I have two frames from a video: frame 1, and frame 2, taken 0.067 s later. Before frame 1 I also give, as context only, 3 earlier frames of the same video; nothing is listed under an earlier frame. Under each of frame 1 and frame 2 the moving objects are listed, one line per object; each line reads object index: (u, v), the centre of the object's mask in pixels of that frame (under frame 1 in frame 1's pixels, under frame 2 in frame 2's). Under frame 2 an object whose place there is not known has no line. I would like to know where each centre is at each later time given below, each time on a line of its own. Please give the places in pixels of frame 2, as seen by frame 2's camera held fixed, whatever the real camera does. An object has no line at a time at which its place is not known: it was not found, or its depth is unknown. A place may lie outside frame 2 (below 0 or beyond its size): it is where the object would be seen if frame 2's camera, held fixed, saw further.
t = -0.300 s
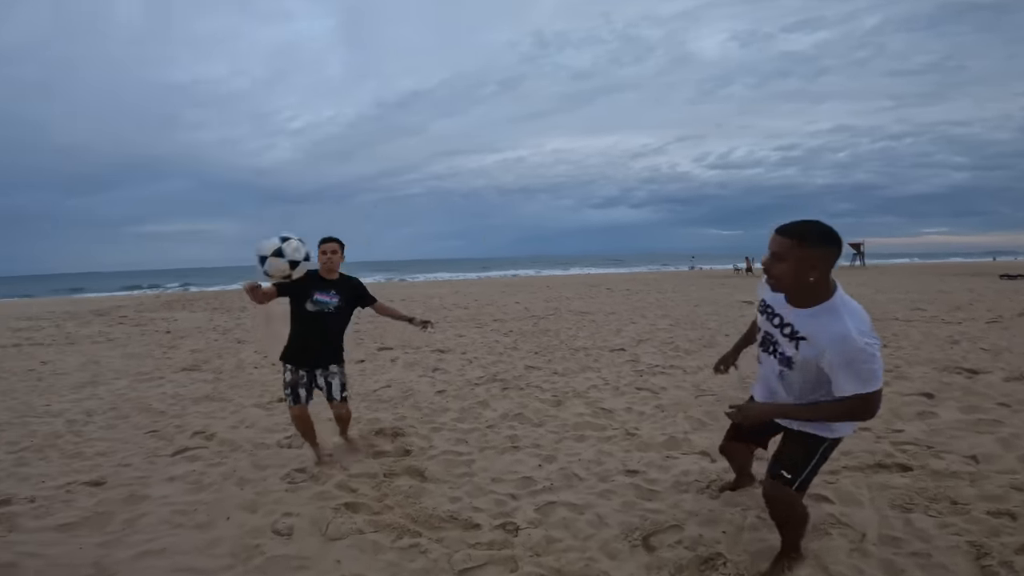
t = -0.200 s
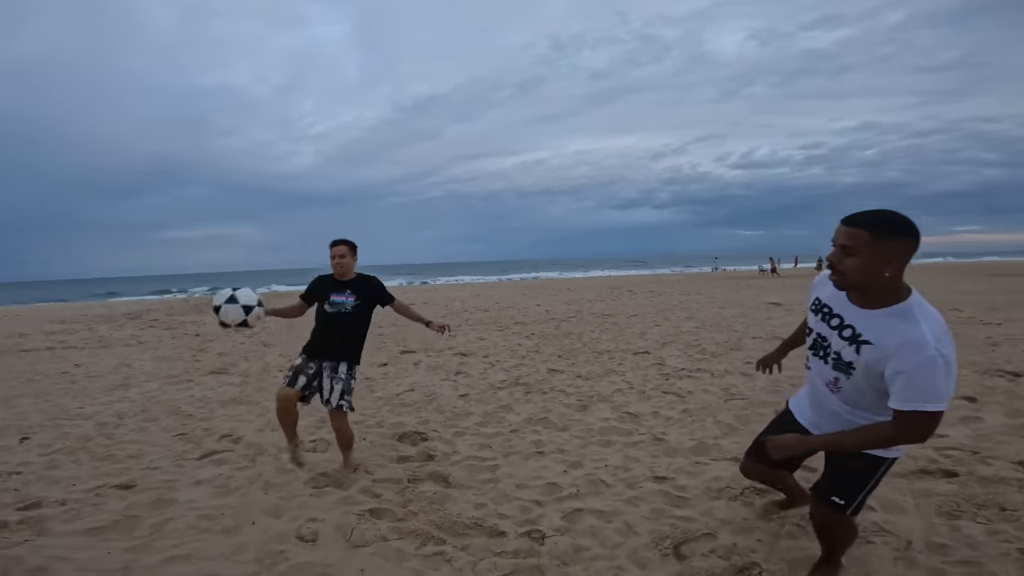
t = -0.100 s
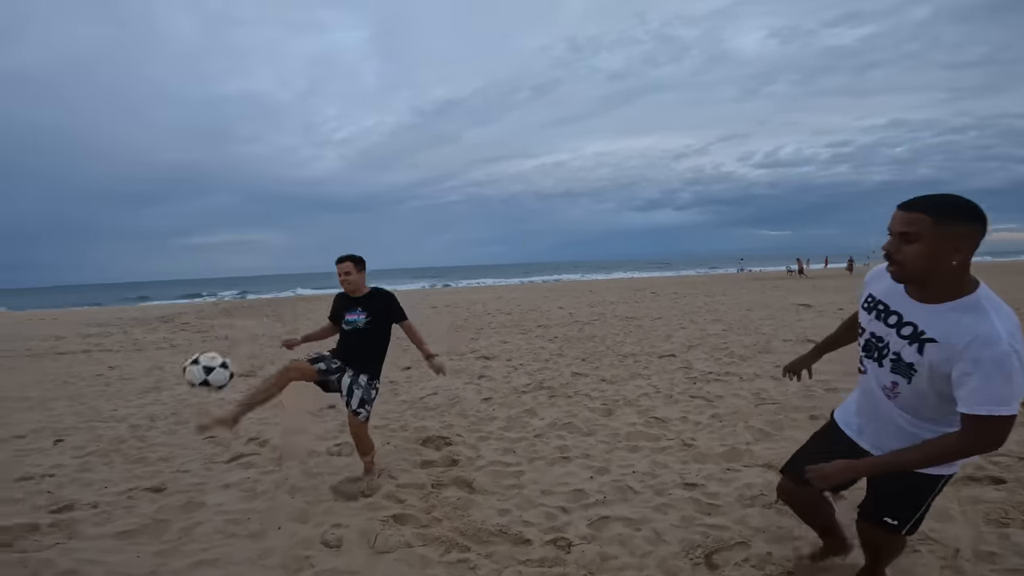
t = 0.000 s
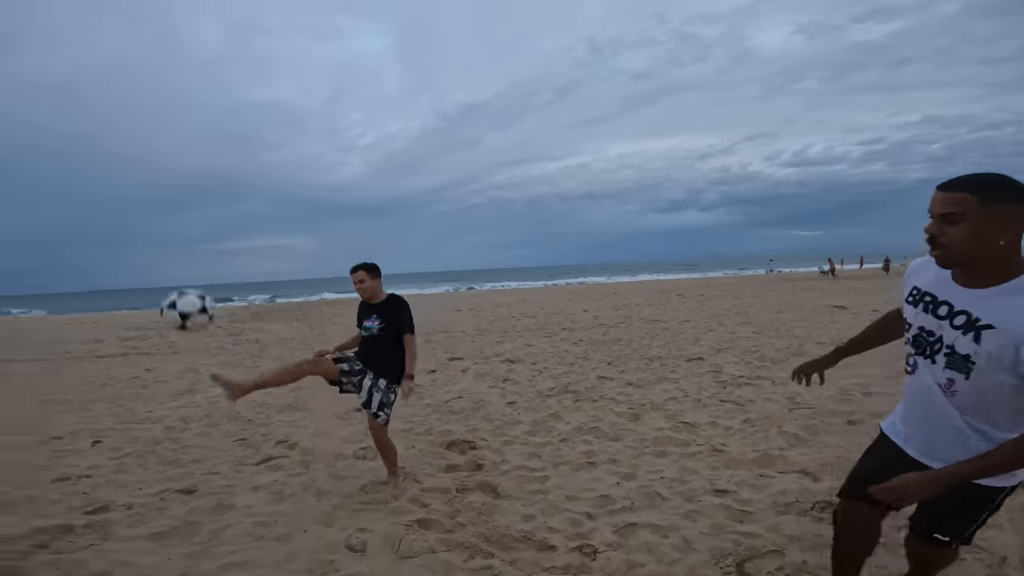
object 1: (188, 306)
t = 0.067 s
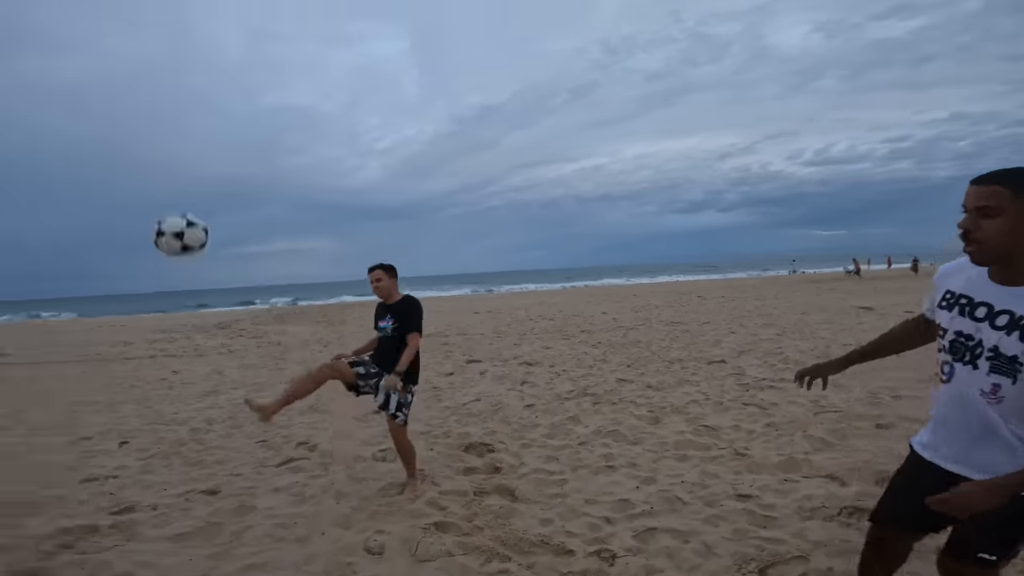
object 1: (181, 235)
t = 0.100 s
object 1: (168, 198)
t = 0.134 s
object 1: (155, 162)
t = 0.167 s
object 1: (145, 127)
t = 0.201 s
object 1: (136, 98)
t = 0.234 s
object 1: (127, 69)
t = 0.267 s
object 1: (119, 43)
